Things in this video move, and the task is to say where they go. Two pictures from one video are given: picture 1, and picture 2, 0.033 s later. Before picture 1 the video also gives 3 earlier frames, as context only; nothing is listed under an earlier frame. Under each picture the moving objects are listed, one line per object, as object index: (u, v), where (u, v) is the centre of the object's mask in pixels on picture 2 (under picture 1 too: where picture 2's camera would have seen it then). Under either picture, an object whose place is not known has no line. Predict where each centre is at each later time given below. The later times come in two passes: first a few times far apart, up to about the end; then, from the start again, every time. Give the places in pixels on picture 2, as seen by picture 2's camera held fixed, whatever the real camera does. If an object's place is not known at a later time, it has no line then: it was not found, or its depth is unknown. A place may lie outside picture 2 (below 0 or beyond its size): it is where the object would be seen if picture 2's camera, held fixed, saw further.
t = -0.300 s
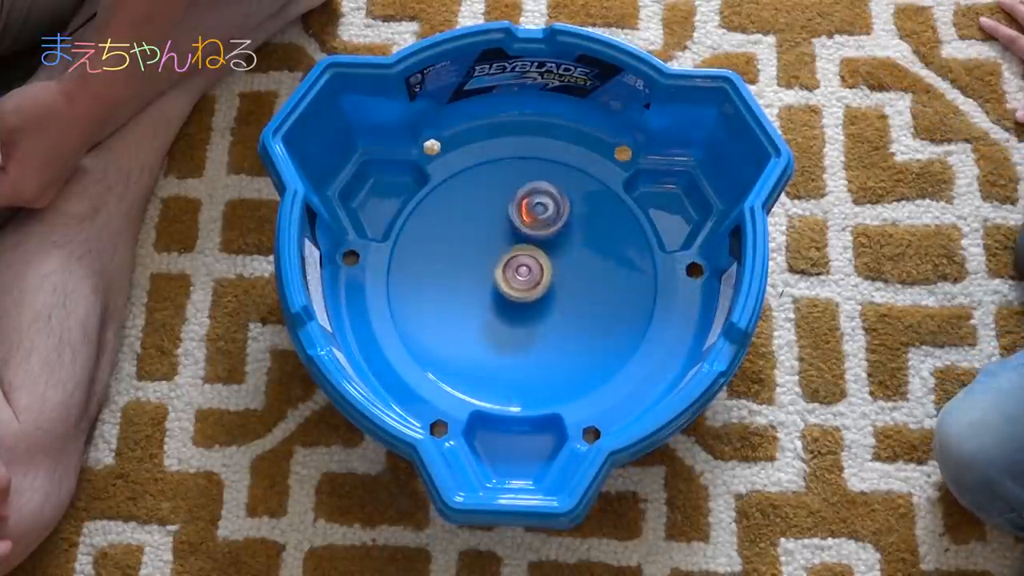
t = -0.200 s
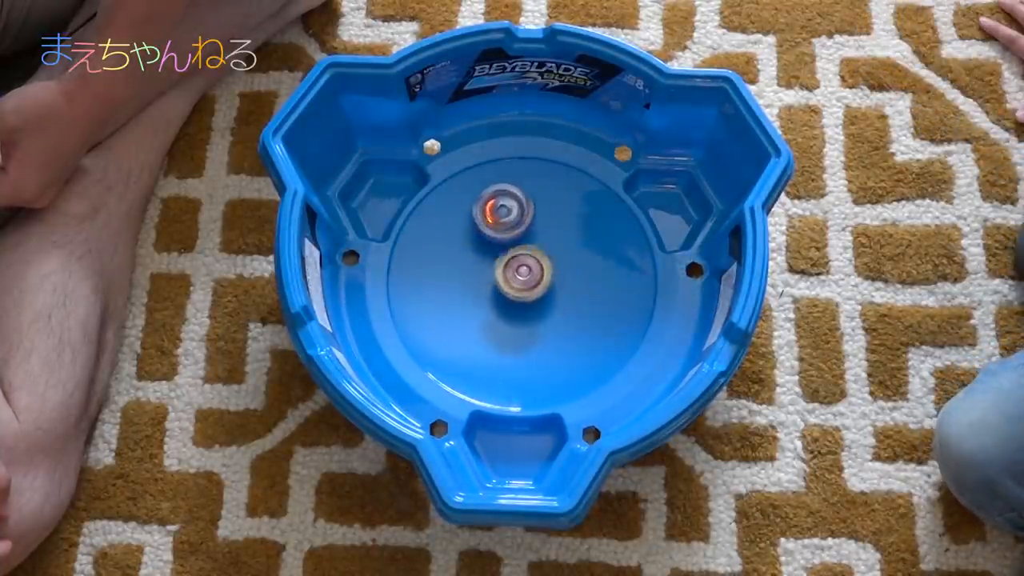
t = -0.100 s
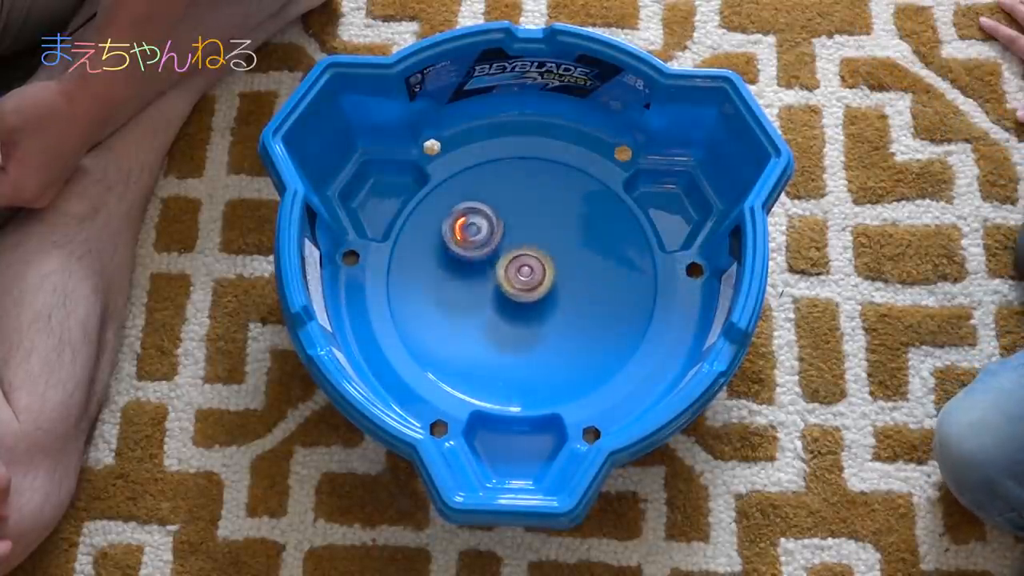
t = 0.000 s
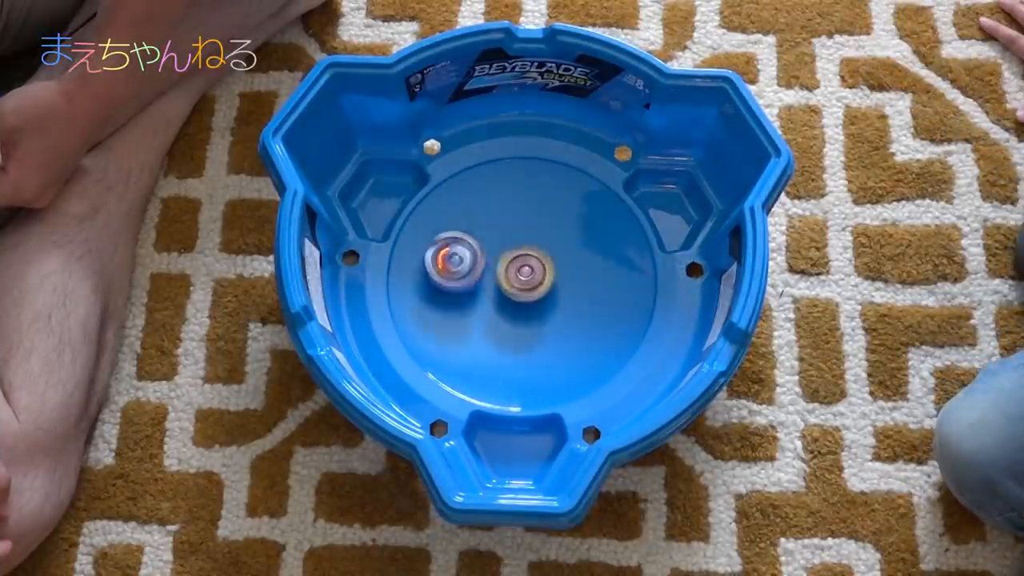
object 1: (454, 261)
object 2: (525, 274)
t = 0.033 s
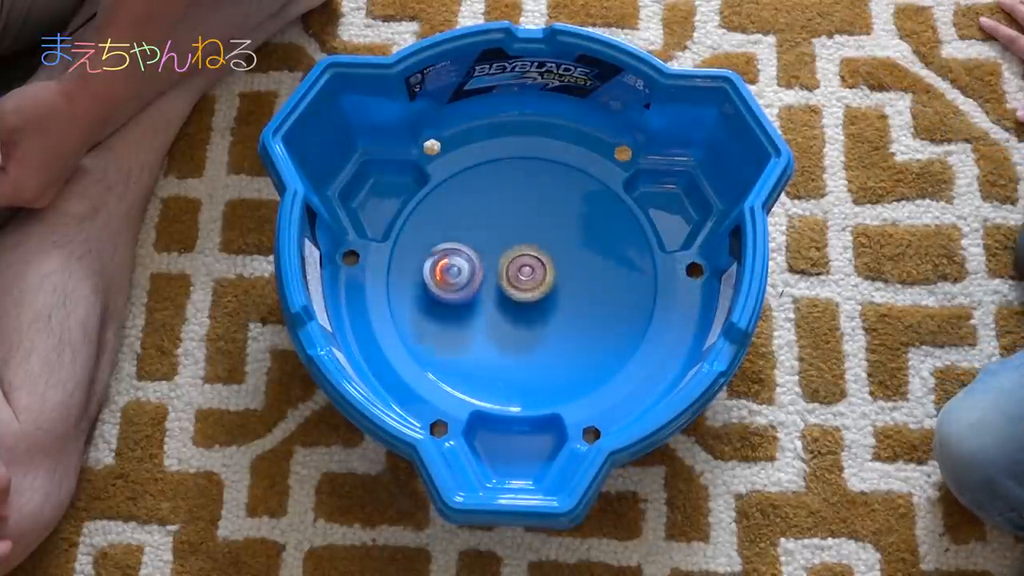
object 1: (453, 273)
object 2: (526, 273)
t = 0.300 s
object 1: (510, 339)
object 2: (528, 275)
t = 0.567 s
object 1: (589, 298)
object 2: (526, 275)
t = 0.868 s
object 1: (552, 217)
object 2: (525, 280)
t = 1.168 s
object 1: (465, 247)
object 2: (522, 280)
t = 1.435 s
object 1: (447, 325)
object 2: (542, 282)
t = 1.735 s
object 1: (526, 339)
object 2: (547, 279)
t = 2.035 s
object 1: (534, 323)
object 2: (560, 205)
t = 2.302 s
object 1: (508, 270)
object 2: (545, 215)
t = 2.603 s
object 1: (452, 266)
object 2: (554, 227)
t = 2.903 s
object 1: (482, 288)
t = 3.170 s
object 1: (409, 298)
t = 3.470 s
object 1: (429, 289)
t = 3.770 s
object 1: (480, 256)
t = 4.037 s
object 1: (535, 258)
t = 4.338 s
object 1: (577, 295)
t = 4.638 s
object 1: (570, 342)
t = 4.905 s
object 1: (526, 351)
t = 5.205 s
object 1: (490, 309)
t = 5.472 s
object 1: (498, 261)
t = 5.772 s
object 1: (540, 233)
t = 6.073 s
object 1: (583, 249)
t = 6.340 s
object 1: (585, 291)
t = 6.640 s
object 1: (542, 316)
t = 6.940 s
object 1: (482, 341)
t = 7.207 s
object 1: (471, 329)
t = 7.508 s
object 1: (501, 250)
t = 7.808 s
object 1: (517, 234)
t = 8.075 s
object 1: (529, 262)
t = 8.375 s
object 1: (539, 289)
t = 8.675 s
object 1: (534, 284)
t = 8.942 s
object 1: (529, 285)
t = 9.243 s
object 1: (529, 284)
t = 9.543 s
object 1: (529, 284)
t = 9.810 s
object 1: (530, 284)
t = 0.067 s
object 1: (453, 285)
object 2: (527, 274)
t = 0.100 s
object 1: (455, 296)
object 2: (527, 275)
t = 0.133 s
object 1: (460, 307)
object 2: (527, 275)
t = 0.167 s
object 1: (467, 317)
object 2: (528, 275)
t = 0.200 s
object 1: (476, 324)
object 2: (527, 275)
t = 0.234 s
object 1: (486, 331)
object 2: (527, 274)
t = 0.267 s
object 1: (497, 336)
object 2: (528, 275)
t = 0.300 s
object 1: (510, 339)
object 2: (528, 275)
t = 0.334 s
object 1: (522, 341)
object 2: (527, 275)
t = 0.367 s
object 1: (534, 339)
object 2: (527, 275)
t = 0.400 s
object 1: (547, 337)
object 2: (527, 275)
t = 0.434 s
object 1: (558, 332)
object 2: (526, 274)
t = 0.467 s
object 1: (568, 326)
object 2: (527, 274)
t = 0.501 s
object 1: (576, 318)
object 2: (528, 275)
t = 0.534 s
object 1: (584, 309)
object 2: (527, 275)
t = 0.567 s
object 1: (589, 298)
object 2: (526, 275)
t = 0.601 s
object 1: (593, 288)
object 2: (527, 276)
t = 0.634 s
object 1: (594, 276)
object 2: (526, 276)
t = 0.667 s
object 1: (594, 265)
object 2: (525, 276)
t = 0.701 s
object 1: (591, 255)
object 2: (526, 277)
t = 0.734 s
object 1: (586, 245)
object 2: (527, 278)
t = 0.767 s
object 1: (580, 236)
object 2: (526, 279)
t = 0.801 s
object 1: (572, 228)
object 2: (525, 279)
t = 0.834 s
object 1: (563, 221)
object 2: (525, 280)
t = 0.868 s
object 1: (552, 217)
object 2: (525, 280)
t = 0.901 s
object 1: (542, 213)
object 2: (524, 280)
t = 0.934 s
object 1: (531, 211)
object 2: (524, 280)
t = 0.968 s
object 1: (519, 212)
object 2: (525, 280)
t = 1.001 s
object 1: (508, 213)
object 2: (524, 280)
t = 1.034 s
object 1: (497, 217)
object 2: (523, 281)
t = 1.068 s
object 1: (488, 222)
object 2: (523, 281)
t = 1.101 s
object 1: (479, 230)
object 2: (523, 280)
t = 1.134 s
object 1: (471, 238)
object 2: (523, 280)
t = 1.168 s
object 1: (465, 247)
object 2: (522, 280)
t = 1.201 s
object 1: (461, 257)
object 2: (523, 279)
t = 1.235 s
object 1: (458, 268)
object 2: (524, 279)
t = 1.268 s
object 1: (458, 279)
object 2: (524, 280)
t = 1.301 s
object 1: (454, 288)
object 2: (529, 281)
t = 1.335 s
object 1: (448, 297)
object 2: (535, 282)
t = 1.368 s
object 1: (445, 306)
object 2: (539, 282)
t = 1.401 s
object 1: (445, 315)
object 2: (541, 282)
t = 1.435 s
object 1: (447, 325)
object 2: (542, 282)
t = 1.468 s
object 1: (451, 334)
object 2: (543, 281)
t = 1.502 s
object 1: (457, 341)
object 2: (543, 281)
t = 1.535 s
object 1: (465, 346)
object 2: (543, 280)
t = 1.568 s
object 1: (474, 350)
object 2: (545, 279)
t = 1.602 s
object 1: (484, 352)
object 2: (546, 279)
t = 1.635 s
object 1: (496, 352)
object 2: (547, 279)
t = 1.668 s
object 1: (507, 349)
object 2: (547, 279)
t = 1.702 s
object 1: (517, 345)
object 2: (547, 280)
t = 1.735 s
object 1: (526, 339)
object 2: (547, 279)
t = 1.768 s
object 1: (530, 337)
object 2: (552, 274)
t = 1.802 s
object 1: (529, 343)
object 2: (560, 255)
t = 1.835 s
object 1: (529, 346)
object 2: (565, 239)
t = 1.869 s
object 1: (529, 345)
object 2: (567, 226)
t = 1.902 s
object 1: (529, 343)
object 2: (567, 216)
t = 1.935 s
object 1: (531, 339)
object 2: (565, 210)
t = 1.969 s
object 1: (533, 335)
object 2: (563, 206)
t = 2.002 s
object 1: (534, 330)
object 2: (561, 205)
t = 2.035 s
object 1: (534, 323)
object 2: (560, 205)
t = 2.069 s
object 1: (534, 318)
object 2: (558, 205)
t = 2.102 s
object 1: (533, 311)
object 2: (555, 206)
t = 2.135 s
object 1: (531, 303)
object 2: (553, 207)
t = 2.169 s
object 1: (527, 296)
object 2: (552, 208)
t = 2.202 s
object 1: (523, 289)
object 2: (550, 209)
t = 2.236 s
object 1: (519, 282)
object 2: (549, 211)
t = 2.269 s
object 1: (514, 275)
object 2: (547, 213)
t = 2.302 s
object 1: (508, 270)
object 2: (545, 215)
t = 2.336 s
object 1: (502, 265)
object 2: (544, 217)
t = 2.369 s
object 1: (492, 264)
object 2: (549, 215)
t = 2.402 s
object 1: (484, 262)
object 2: (555, 216)
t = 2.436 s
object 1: (476, 260)
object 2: (557, 217)
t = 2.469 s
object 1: (469, 259)
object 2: (557, 219)
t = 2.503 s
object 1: (464, 260)
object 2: (556, 221)
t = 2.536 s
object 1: (459, 262)
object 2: (555, 223)
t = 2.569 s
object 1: (455, 264)
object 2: (554, 225)
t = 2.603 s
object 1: (452, 266)
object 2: (554, 227)
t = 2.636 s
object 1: (452, 270)
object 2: (552, 229)
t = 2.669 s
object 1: (454, 274)
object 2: (551, 231)
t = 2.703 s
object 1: (456, 277)
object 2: (550, 234)
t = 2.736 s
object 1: (460, 280)
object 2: (549, 237)
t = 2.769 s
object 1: (465, 283)
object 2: (547, 241)
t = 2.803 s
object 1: (472, 284)
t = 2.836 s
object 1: (479, 284)
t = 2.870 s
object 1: (484, 286)
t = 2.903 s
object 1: (482, 288)
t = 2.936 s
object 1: (482, 289)
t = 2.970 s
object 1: (482, 291)
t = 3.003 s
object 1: (485, 294)
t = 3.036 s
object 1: (478, 293)
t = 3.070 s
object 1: (454, 294)
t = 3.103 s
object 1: (436, 294)
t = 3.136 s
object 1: (420, 296)
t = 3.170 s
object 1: (409, 298)
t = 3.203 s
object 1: (404, 299)
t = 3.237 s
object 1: (399, 299)
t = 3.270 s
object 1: (401, 300)
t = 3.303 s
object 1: (405, 301)
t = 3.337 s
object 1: (411, 301)
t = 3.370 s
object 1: (416, 299)
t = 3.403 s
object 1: (419, 297)
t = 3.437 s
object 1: (426, 293)
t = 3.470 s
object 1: (429, 289)
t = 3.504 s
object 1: (432, 283)
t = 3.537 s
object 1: (438, 278)
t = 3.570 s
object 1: (442, 273)
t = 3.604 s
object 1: (448, 270)
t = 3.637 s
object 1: (453, 265)
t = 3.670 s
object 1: (458, 263)
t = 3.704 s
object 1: (467, 259)
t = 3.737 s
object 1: (473, 257)
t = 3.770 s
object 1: (480, 256)
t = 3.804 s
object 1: (487, 253)
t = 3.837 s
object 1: (494, 253)
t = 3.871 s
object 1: (502, 252)
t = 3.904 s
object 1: (507, 253)
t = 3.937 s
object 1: (515, 254)
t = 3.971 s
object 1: (522, 254)
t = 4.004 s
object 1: (528, 256)
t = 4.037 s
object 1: (535, 258)
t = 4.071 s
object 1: (541, 260)
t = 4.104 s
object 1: (548, 263)
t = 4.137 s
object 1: (552, 266)
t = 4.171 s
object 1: (557, 271)
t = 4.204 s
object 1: (563, 275)
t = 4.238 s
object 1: (567, 279)
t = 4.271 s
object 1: (571, 284)
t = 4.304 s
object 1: (573, 289)
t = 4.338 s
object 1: (577, 295)
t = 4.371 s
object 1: (580, 300)
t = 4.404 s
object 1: (580, 304)
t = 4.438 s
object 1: (581, 311)
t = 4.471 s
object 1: (581, 316)
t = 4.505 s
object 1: (580, 323)
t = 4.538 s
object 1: (579, 327)
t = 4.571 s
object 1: (576, 332)
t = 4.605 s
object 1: (573, 338)
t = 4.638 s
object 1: (570, 342)
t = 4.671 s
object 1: (565, 346)
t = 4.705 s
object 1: (561, 348)
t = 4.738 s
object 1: (555, 351)
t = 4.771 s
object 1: (551, 353)
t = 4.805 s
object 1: (545, 354)
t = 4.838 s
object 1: (539, 353)
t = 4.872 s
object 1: (532, 353)
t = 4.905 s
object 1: (526, 351)
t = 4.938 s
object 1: (521, 347)
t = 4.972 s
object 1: (514, 344)
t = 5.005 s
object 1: (511, 341)
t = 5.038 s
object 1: (506, 336)
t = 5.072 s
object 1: (502, 332)
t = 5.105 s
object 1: (498, 326)
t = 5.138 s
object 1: (496, 322)
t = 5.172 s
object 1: (493, 315)
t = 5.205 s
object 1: (490, 309)
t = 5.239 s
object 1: (490, 304)
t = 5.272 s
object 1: (489, 297)
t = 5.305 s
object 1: (488, 291)
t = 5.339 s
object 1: (488, 286)
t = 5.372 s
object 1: (490, 280)
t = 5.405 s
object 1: (490, 273)
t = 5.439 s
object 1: (493, 269)
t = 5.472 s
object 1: (498, 261)
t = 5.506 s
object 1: (500, 258)
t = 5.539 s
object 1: (504, 253)
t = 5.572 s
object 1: (509, 250)
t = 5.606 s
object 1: (514, 245)
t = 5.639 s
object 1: (518, 241)
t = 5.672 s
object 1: (524, 239)
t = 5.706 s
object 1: (529, 236)
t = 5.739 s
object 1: (533, 235)
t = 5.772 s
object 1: (540, 233)
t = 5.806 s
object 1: (545, 233)
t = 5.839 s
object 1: (551, 233)
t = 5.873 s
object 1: (556, 233)
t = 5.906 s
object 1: (562, 235)
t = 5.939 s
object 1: (566, 236)
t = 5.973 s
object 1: (572, 239)
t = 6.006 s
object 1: (575, 242)
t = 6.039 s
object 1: (580, 246)
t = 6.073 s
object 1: (583, 249)
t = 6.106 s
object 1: (586, 254)
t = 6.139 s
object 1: (588, 258)
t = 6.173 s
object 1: (589, 264)
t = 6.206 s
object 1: (590, 269)
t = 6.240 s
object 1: (589, 275)
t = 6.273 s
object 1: (589, 280)
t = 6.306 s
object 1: (587, 285)
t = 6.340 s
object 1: (585, 291)
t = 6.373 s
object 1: (582, 295)
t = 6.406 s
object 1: (578, 300)
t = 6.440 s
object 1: (574, 304)
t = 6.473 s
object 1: (569, 307)
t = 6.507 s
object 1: (565, 310)
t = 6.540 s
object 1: (559, 313)
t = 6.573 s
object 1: (554, 313)
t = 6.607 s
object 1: (548, 316)
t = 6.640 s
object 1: (542, 316)
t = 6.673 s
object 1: (536, 316)
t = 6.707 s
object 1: (531, 315)
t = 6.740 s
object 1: (525, 313)
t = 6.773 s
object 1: (520, 312)
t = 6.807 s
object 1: (514, 309)
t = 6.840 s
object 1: (509, 308)
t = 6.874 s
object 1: (501, 323)
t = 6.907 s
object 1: (489, 333)
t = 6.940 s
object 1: (482, 341)
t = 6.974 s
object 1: (475, 344)
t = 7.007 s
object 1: (473, 344)
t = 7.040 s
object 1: (470, 343)
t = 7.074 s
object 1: (469, 341)
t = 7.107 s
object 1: (469, 340)
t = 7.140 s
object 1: (469, 336)
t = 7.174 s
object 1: (470, 334)
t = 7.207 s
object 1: (471, 329)
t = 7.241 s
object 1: (474, 323)
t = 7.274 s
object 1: (478, 317)
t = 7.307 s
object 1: (481, 308)
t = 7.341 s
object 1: (484, 297)
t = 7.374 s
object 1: (489, 288)
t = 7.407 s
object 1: (492, 277)
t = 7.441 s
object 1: (496, 267)
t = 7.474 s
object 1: (500, 259)
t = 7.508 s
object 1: (501, 250)
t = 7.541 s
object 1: (505, 242)
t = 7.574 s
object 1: (507, 237)
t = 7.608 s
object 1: (509, 235)
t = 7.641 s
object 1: (510, 232)
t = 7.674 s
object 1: (514, 230)
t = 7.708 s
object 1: (515, 231)
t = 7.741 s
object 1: (516, 232)
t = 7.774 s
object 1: (516, 234)
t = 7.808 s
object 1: (517, 234)
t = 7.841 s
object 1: (518, 237)
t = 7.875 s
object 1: (520, 238)
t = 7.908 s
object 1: (520, 242)
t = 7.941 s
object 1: (521, 245)
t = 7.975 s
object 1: (524, 247)
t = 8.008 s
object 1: (525, 253)
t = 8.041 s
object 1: (528, 258)
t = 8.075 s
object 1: (529, 262)
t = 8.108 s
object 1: (533, 267)
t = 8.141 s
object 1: (536, 270)
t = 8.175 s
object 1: (537, 276)
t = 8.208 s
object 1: (538, 279)
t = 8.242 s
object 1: (539, 281)
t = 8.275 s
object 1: (539, 284)
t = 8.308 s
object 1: (538, 287)
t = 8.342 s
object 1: (540, 288)
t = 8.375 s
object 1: (539, 289)
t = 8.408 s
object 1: (538, 289)
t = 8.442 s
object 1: (537, 288)
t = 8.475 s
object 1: (536, 287)
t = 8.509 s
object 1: (536, 286)
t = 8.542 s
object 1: (535, 286)
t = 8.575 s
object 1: (536, 285)
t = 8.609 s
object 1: (535, 285)
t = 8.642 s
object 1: (535, 285)
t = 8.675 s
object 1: (534, 284)
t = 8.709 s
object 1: (532, 284)
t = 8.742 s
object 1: (530, 283)
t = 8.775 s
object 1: (530, 283)
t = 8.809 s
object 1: (529, 285)
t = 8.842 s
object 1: (529, 285)
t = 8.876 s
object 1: (529, 285)
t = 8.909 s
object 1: (529, 285)
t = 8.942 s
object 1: (529, 285)
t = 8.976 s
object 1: (529, 285)
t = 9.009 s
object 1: (529, 285)
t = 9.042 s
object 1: (529, 284)
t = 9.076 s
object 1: (529, 285)
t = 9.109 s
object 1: (529, 285)
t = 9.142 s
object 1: (529, 284)
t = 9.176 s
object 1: (529, 284)
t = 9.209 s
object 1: (529, 284)
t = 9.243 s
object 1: (529, 284)
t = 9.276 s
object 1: (529, 284)
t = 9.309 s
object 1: (529, 284)
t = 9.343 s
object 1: (529, 284)
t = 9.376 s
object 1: (529, 284)
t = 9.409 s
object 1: (529, 284)
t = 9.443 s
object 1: (529, 284)
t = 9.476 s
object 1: (529, 284)
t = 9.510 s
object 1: (529, 284)
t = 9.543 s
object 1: (529, 284)
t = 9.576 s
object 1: (529, 284)
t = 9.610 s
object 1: (529, 284)
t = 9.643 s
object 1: (529, 284)
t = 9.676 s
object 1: (530, 284)
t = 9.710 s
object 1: (530, 284)
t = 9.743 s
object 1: (530, 284)
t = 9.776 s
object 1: (530, 284)
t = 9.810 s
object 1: (530, 284)
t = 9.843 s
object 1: (530, 284)
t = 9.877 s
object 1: (530, 284)
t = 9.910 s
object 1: (530, 284)
